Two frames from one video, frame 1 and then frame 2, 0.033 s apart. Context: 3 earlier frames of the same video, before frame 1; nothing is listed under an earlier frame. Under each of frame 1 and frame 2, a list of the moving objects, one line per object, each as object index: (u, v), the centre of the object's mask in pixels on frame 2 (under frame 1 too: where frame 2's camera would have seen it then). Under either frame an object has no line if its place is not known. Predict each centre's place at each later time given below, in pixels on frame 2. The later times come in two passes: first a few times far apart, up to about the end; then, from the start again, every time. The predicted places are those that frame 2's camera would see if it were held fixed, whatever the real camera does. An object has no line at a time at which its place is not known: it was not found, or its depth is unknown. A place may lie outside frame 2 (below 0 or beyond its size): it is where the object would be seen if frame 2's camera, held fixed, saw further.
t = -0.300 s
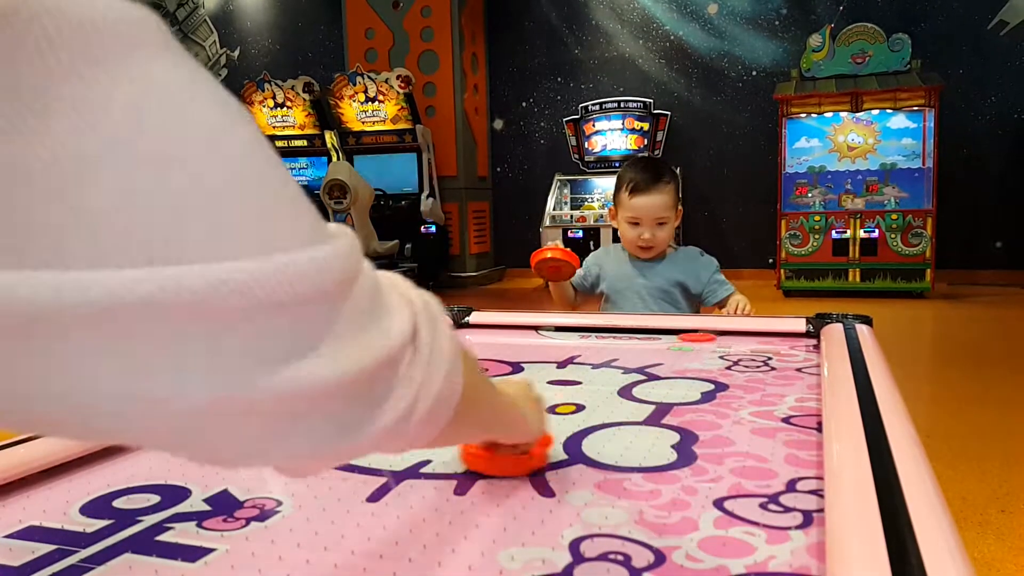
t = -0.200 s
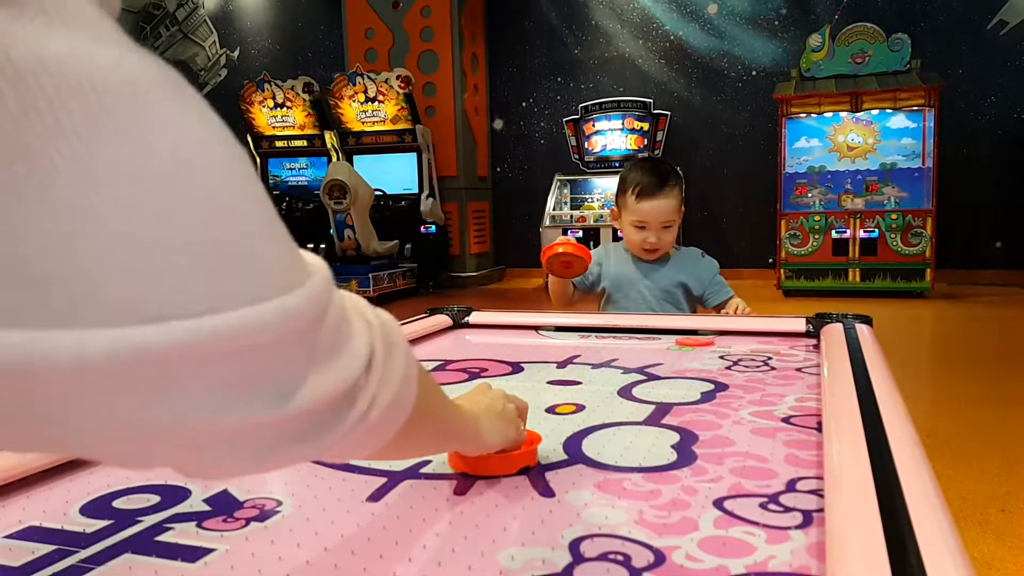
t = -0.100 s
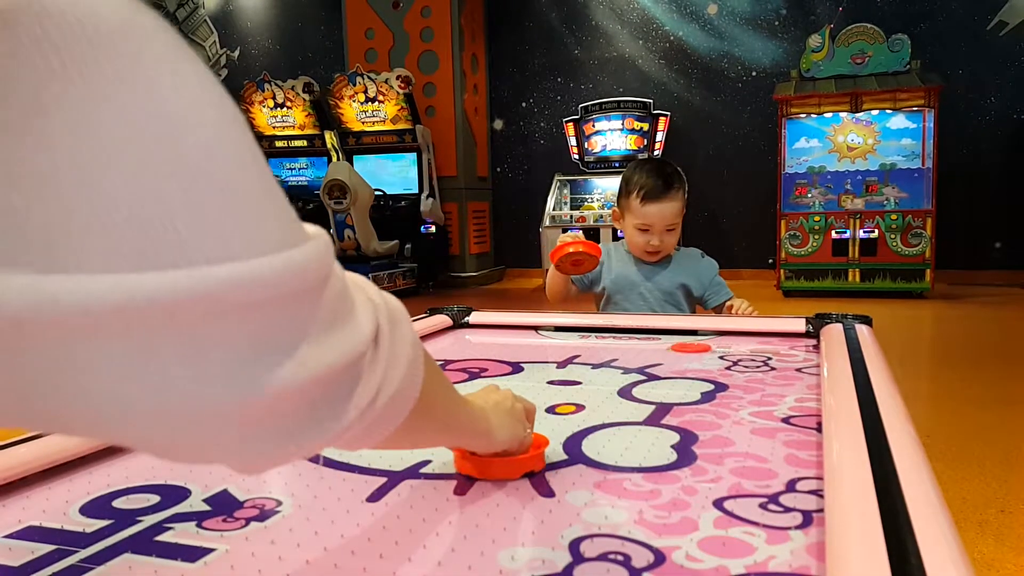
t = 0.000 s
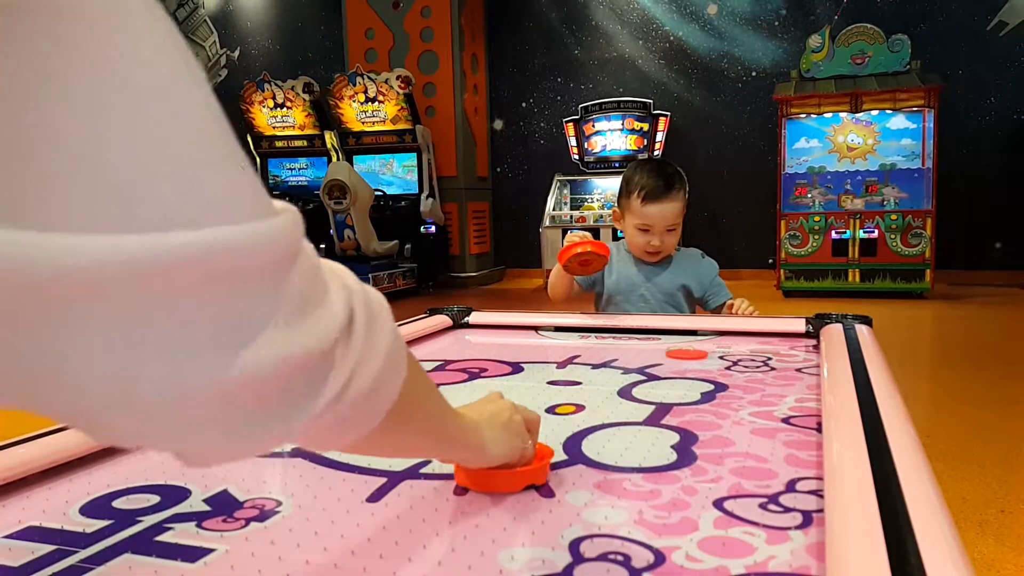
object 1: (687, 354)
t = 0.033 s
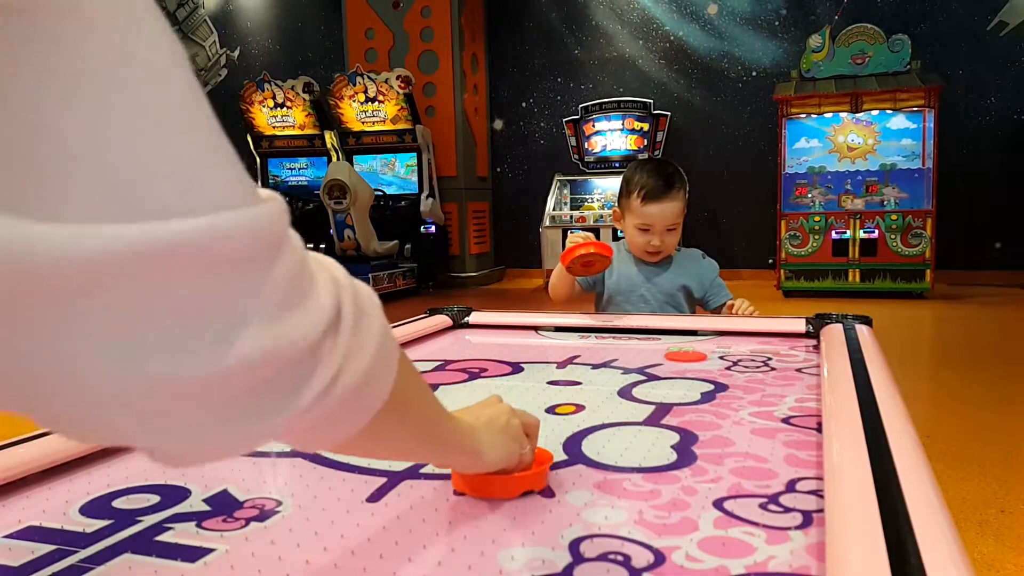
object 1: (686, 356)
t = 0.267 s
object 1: (674, 374)
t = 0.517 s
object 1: (660, 397)
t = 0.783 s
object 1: (641, 429)
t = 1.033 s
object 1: (617, 469)
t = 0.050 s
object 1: (685, 357)
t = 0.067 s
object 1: (684, 358)
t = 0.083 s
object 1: (684, 360)
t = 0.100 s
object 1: (683, 361)
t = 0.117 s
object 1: (682, 362)
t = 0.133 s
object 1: (681, 363)
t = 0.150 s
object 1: (680, 365)
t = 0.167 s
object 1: (680, 366)
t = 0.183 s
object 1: (678, 367)
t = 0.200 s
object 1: (677, 368)
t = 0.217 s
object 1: (677, 370)
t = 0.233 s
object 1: (675, 371)
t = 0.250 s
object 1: (675, 372)
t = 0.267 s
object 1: (674, 374)
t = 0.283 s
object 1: (673, 375)
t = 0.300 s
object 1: (673, 376)
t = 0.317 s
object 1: (672, 378)
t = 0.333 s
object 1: (671, 379)
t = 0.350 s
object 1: (670, 380)
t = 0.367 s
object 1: (669, 382)
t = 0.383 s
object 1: (668, 383)
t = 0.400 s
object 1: (667, 385)
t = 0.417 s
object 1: (666, 387)
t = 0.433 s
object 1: (665, 388)
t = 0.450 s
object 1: (664, 390)
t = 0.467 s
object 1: (663, 392)
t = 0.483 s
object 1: (662, 394)
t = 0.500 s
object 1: (661, 395)
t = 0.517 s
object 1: (660, 397)
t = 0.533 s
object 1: (659, 398)
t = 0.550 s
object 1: (658, 400)
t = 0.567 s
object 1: (657, 402)
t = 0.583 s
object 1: (656, 404)
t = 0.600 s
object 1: (655, 406)
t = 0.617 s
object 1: (653, 408)
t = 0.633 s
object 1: (652, 409)
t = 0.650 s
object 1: (652, 411)
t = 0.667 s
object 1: (650, 413)
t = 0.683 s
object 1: (649, 416)
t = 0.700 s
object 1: (647, 417)
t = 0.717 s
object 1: (646, 420)
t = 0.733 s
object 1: (645, 422)
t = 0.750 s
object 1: (644, 424)
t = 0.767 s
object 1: (642, 426)
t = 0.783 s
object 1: (641, 429)
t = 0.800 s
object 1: (639, 431)
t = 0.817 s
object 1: (638, 433)
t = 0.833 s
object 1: (637, 436)
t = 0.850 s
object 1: (635, 438)
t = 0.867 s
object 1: (633, 441)
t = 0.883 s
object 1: (632, 444)
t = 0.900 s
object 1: (630, 446)
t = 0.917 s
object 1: (629, 449)
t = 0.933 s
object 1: (627, 451)
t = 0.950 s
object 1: (625, 454)
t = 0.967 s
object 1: (623, 457)
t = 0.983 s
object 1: (622, 460)
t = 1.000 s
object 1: (620, 463)
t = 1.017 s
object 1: (618, 466)
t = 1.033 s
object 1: (617, 469)
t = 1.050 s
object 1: (615, 472)
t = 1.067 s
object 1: (613, 476)
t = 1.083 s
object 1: (611, 479)
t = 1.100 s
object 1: (609, 482)
